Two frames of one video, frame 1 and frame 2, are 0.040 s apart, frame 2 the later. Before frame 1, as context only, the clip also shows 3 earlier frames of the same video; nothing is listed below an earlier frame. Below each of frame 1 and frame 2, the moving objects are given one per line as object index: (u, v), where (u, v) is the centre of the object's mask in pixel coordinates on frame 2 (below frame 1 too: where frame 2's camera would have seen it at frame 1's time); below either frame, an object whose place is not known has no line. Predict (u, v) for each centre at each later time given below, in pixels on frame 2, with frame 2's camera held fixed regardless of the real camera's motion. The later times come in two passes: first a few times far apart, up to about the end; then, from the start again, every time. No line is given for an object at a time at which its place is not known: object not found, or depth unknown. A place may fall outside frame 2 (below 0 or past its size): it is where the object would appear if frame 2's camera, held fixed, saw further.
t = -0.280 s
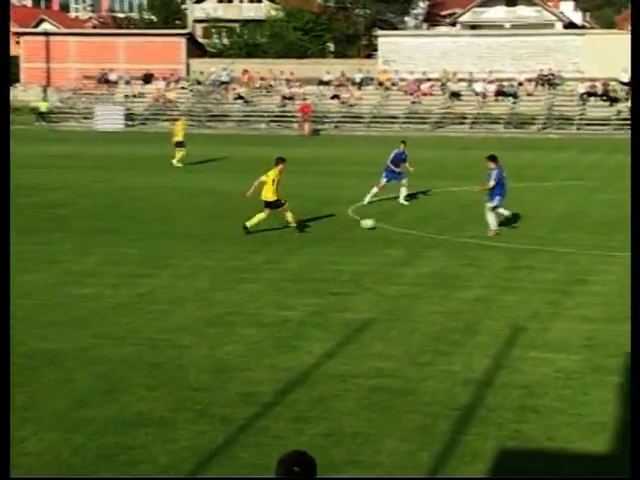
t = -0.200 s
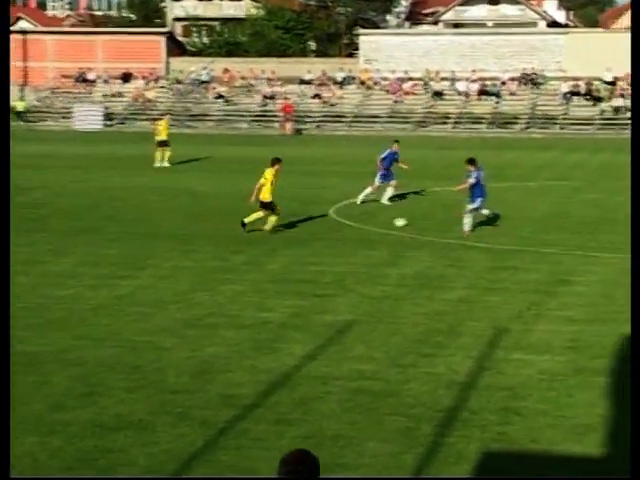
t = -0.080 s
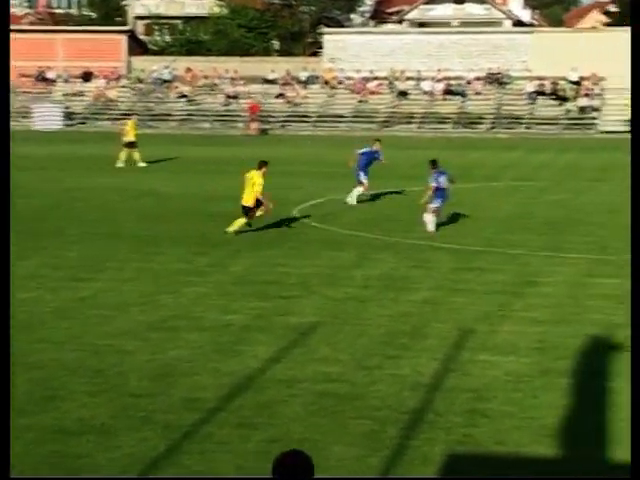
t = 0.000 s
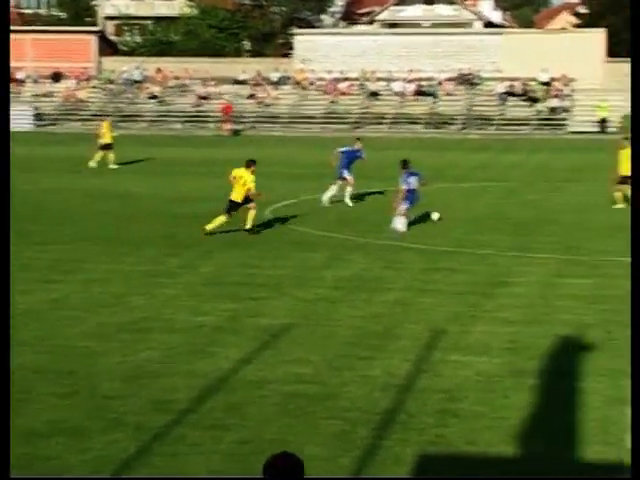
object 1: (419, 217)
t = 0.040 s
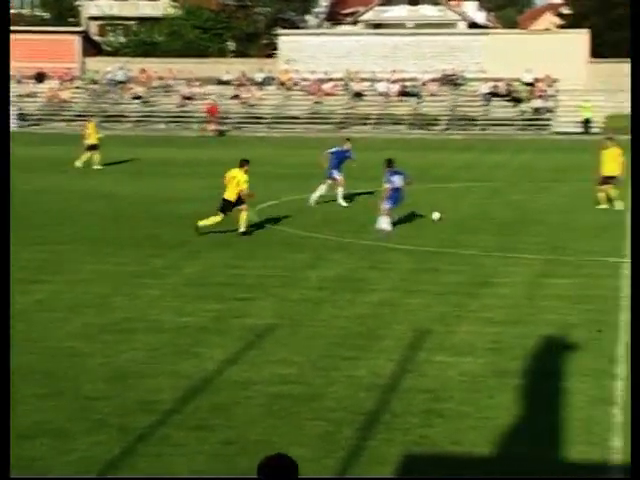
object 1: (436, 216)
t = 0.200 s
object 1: (492, 211)
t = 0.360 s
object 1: (538, 208)
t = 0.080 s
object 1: (451, 214)
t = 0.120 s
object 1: (465, 212)
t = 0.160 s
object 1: (479, 212)
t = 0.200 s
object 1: (492, 211)
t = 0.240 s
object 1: (505, 209)
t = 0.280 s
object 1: (516, 209)
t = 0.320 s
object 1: (528, 208)
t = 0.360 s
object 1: (538, 208)
